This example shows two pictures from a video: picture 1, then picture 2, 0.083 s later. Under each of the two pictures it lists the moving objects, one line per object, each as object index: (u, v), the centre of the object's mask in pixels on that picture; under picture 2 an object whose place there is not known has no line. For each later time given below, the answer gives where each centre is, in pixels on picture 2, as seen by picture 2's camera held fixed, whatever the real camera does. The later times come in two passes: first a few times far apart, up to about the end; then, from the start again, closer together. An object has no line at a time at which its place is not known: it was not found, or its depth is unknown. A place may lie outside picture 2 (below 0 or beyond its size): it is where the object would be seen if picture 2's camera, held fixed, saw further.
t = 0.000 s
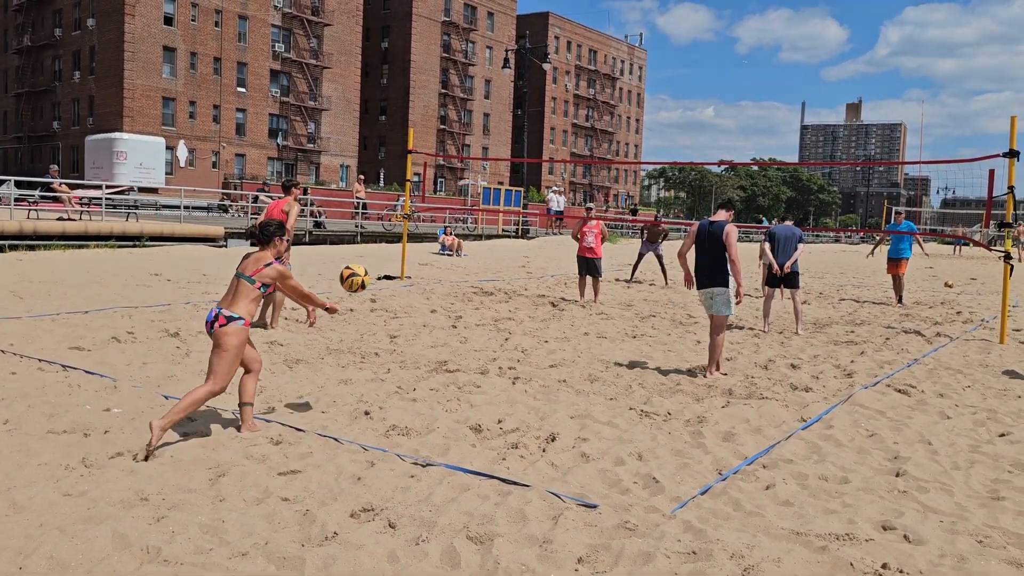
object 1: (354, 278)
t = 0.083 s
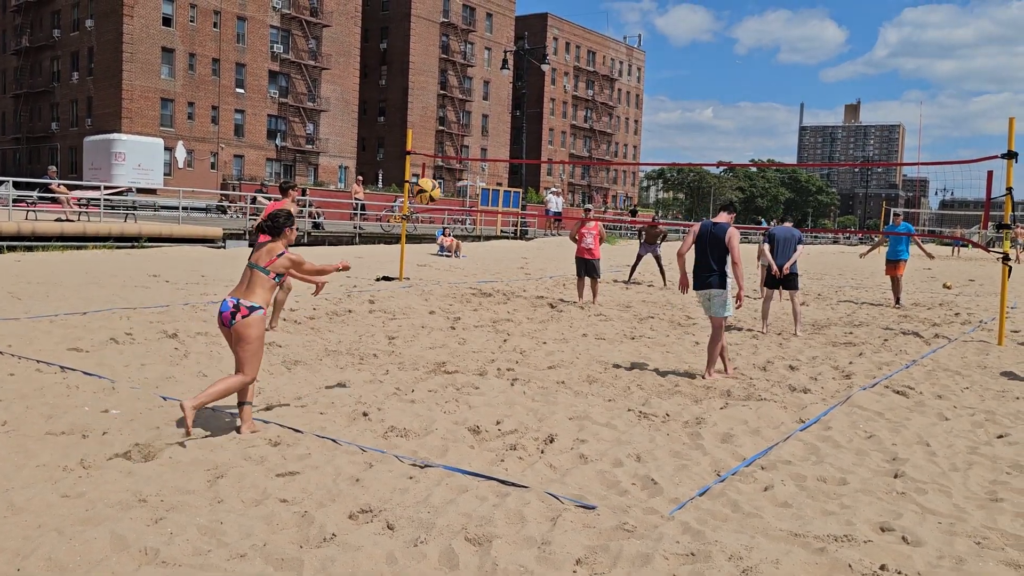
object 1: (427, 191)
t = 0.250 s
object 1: (539, 75)
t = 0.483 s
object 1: (646, 5)
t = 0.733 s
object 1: (722, 0)
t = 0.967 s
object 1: (772, 36)
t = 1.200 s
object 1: (809, 95)
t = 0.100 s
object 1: (440, 176)
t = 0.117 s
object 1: (453, 162)
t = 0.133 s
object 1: (465, 149)
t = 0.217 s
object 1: (519, 93)
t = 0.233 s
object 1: (529, 84)
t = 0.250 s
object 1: (539, 75)
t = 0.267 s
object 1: (548, 68)
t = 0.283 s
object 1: (557, 60)
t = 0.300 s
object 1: (565, 54)
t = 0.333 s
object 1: (583, 41)
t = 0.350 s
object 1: (591, 36)
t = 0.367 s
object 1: (598, 31)
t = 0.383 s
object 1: (605, 26)
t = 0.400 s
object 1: (613, 22)
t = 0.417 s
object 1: (619, 18)
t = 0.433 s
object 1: (626, 14)
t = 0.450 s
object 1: (633, 11)
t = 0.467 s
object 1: (639, 8)
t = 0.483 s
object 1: (646, 5)
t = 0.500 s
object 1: (652, 3)
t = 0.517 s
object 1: (657, 2)
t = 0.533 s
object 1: (663, 1)
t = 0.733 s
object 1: (722, 0)
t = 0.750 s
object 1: (726, 2)
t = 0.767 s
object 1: (730, 3)
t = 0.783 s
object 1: (734, 5)
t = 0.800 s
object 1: (738, 7)
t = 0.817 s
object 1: (742, 9)
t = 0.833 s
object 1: (746, 12)
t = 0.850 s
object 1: (749, 14)
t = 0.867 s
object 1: (753, 17)
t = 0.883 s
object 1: (756, 20)
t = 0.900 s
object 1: (760, 22)
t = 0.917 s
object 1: (763, 26)
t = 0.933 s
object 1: (766, 29)
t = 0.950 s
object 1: (769, 32)
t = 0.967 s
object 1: (772, 36)
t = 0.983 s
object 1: (776, 39)
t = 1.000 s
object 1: (779, 43)
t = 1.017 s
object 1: (781, 47)
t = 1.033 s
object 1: (784, 51)
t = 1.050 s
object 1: (786, 55)
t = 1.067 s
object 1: (789, 59)
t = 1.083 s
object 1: (792, 63)
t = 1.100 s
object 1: (795, 68)
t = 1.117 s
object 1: (797, 72)
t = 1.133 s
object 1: (800, 76)
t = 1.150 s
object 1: (802, 81)
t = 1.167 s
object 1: (804, 85)
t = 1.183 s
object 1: (807, 90)
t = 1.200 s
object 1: (809, 95)
